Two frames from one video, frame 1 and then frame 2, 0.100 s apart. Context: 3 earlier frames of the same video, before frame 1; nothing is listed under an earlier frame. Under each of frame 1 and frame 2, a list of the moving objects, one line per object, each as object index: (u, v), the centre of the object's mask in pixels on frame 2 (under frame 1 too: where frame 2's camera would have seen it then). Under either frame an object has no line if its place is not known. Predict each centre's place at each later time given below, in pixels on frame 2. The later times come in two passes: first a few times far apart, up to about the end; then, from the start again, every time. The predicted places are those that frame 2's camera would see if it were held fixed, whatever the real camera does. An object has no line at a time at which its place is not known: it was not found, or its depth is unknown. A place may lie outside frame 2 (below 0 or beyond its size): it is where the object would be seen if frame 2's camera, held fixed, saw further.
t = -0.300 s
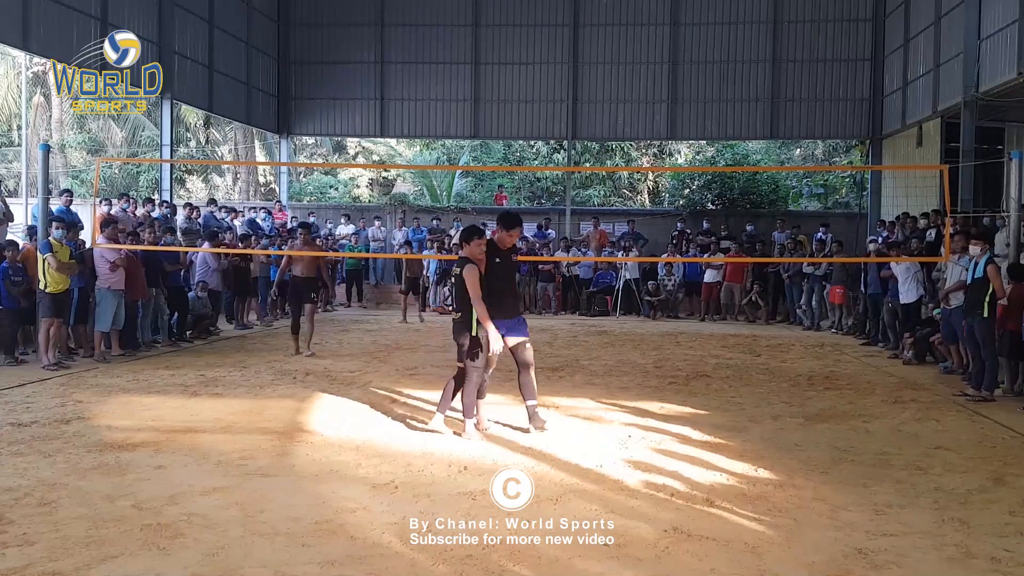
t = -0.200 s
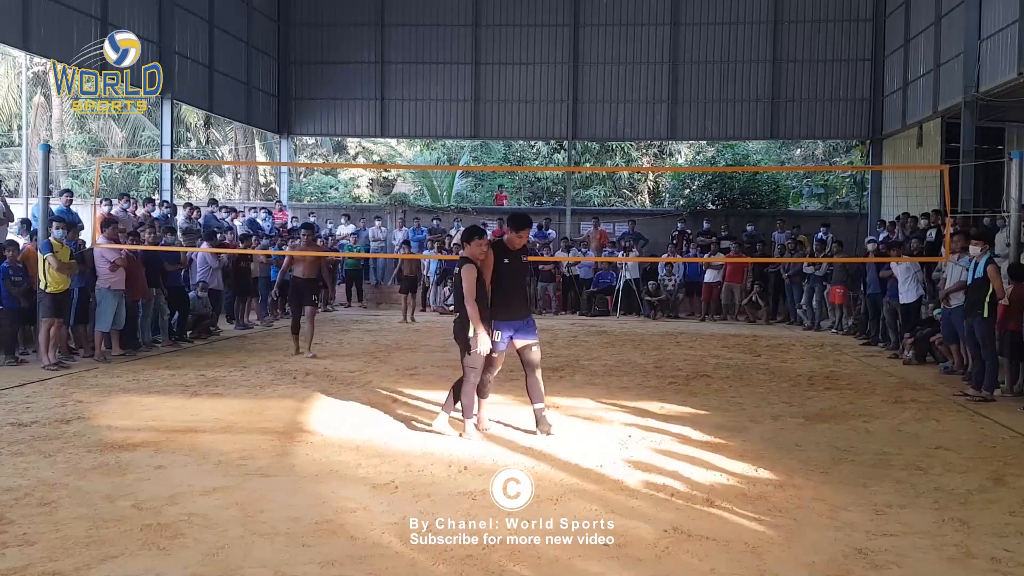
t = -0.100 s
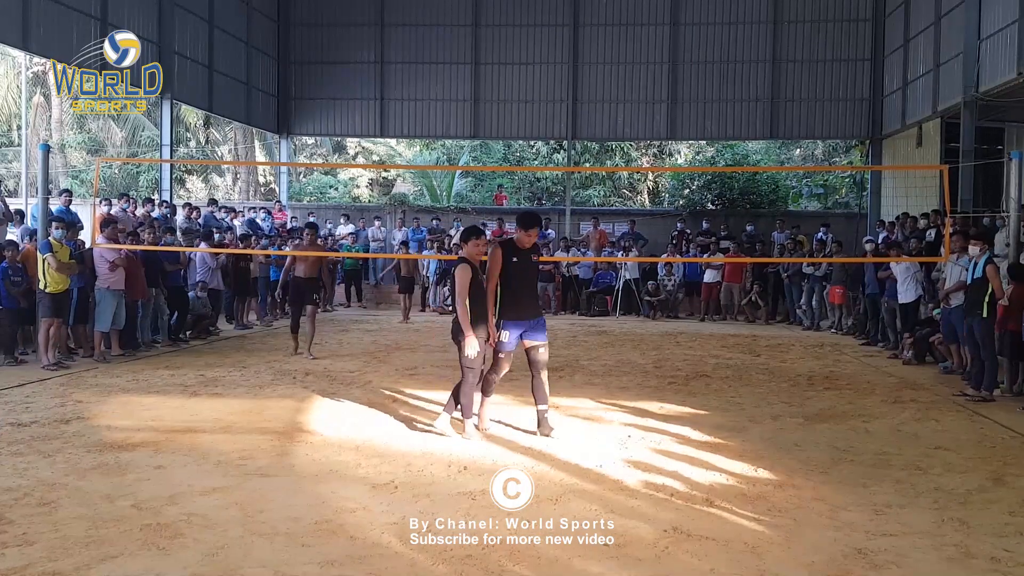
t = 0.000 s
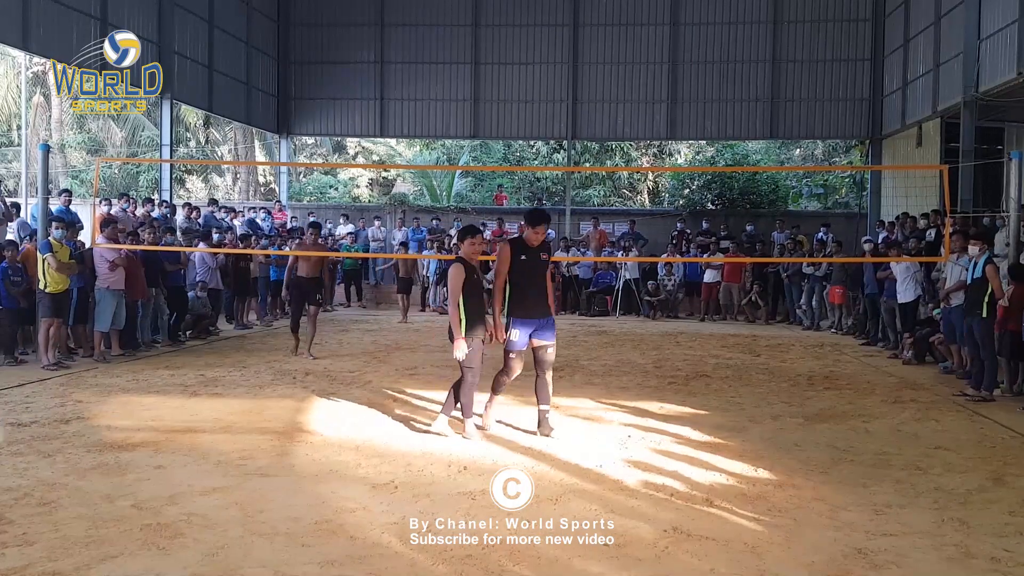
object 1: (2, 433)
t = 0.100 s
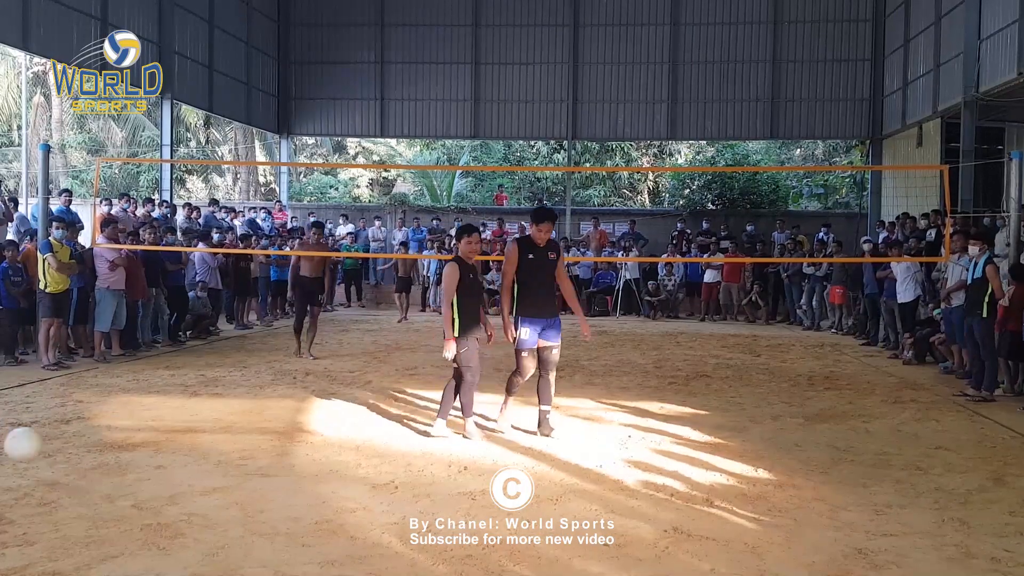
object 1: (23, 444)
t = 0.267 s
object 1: (69, 423)
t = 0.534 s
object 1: (125, 406)
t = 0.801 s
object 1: (165, 383)
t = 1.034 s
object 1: (192, 385)
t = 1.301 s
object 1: (222, 370)
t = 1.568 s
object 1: (248, 383)
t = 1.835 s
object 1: (263, 367)
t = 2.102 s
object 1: (279, 364)
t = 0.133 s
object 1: (34, 451)
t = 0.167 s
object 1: (46, 458)
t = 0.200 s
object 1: (54, 445)
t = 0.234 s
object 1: (62, 433)
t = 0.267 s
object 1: (69, 423)
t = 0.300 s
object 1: (77, 415)
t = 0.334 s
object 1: (85, 409)
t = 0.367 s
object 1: (92, 405)
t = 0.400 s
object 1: (98, 402)
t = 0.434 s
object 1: (105, 401)
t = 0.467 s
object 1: (112, 401)
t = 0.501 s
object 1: (118, 403)
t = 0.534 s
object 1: (125, 406)
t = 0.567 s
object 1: (130, 411)
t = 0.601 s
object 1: (136, 417)
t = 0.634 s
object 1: (142, 423)
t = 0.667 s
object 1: (147, 413)
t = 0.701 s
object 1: (152, 403)
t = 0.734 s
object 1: (156, 394)
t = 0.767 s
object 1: (161, 388)
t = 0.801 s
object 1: (165, 383)
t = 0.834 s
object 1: (169, 379)
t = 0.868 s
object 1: (173, 377)
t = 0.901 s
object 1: (177, 376)
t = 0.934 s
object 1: (181, 376)
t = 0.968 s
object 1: (185, 378)
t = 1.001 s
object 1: (188, 381)
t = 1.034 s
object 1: (192, 385)
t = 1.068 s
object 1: (196, 390)
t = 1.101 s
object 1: (199, 396)
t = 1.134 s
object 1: (203, 396)
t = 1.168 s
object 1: (207, 388)
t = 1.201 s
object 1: (211, 382)
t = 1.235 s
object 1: (215, 376)
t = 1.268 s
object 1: (218, 373)
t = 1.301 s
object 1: (222, 370)
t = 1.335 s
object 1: (226, 368)
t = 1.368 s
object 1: (229, 368)
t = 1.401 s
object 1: (233, 368)
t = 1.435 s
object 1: (236, 370)
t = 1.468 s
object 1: (239, 373)
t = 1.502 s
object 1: (243, 377)
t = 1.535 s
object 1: (246, 382)
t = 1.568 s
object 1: (248, 383)
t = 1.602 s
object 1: (251, 377)
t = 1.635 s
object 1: (253, 372)
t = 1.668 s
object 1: (255, 369)
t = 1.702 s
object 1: (256, 366)
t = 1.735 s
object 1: (258, 365)
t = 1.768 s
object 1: (260, 365)
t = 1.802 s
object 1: (262, 365)
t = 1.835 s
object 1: (263, 367)
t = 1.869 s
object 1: (265, 370)
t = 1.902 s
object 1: (267, 374)
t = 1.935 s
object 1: (268, 369)
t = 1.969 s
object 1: (271, 366)
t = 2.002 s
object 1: (273, 364)
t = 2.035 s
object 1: (274, 363)
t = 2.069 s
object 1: (276, 363)
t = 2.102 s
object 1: (279, 364)
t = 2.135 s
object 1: (280, 366)
